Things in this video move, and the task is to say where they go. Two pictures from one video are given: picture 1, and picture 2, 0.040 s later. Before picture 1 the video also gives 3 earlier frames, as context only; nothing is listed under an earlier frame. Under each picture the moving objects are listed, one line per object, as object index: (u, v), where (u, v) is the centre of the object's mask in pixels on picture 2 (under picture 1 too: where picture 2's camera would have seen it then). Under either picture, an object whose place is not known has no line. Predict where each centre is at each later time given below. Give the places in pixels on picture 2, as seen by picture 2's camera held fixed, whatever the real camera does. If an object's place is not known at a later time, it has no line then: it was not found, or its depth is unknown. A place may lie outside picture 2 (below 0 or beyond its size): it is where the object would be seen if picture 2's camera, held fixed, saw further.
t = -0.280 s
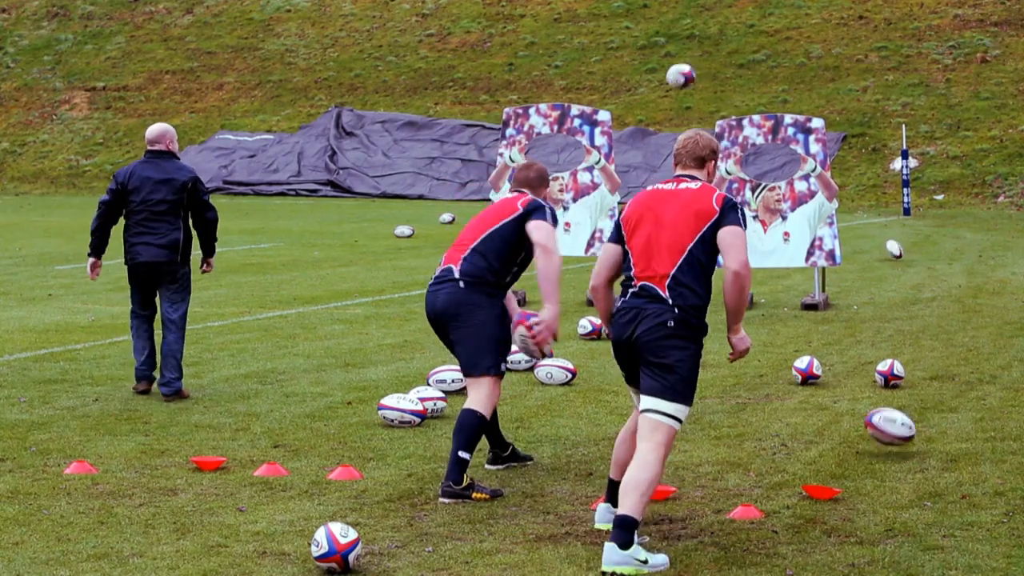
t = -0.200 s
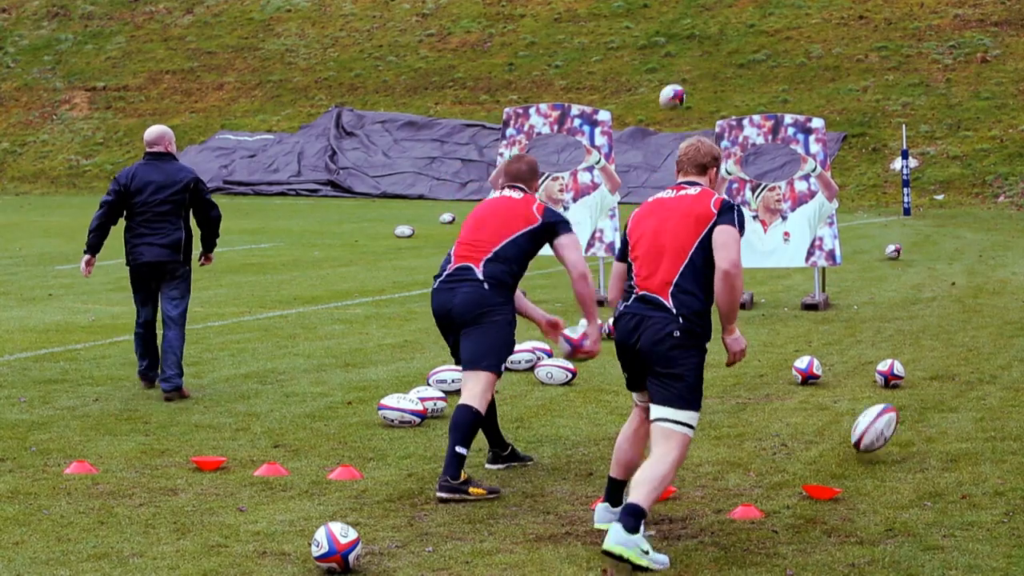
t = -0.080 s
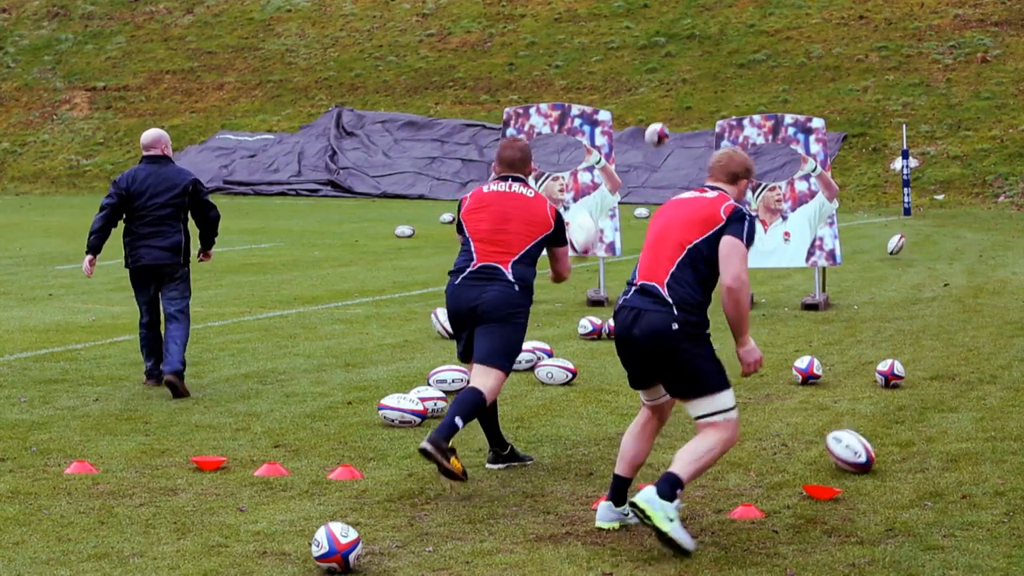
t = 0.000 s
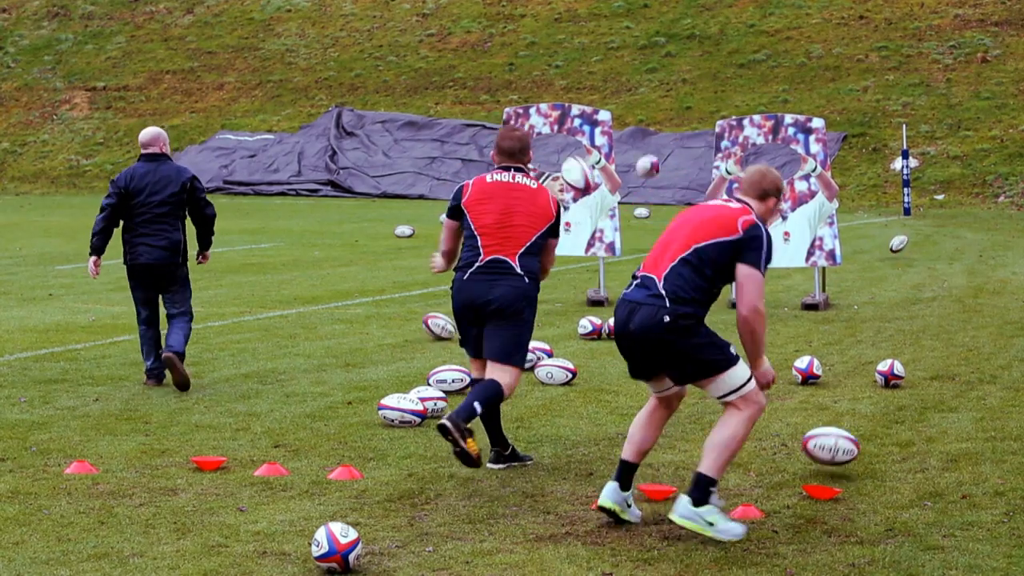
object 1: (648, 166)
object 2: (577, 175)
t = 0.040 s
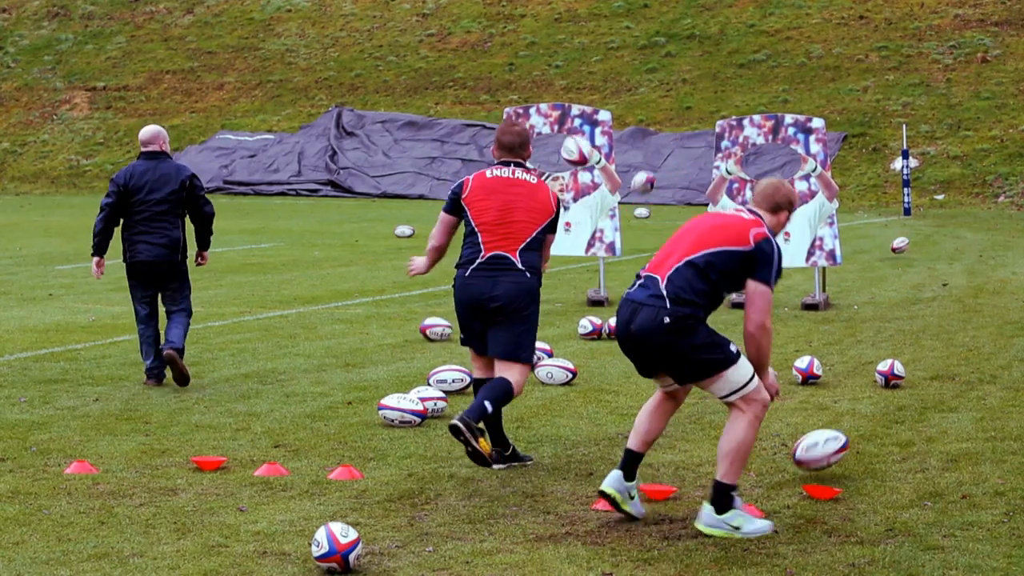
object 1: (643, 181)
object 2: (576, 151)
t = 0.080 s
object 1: (637, 199)
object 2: (575, 131)
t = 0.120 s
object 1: (631, 218)
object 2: (572, 114)
